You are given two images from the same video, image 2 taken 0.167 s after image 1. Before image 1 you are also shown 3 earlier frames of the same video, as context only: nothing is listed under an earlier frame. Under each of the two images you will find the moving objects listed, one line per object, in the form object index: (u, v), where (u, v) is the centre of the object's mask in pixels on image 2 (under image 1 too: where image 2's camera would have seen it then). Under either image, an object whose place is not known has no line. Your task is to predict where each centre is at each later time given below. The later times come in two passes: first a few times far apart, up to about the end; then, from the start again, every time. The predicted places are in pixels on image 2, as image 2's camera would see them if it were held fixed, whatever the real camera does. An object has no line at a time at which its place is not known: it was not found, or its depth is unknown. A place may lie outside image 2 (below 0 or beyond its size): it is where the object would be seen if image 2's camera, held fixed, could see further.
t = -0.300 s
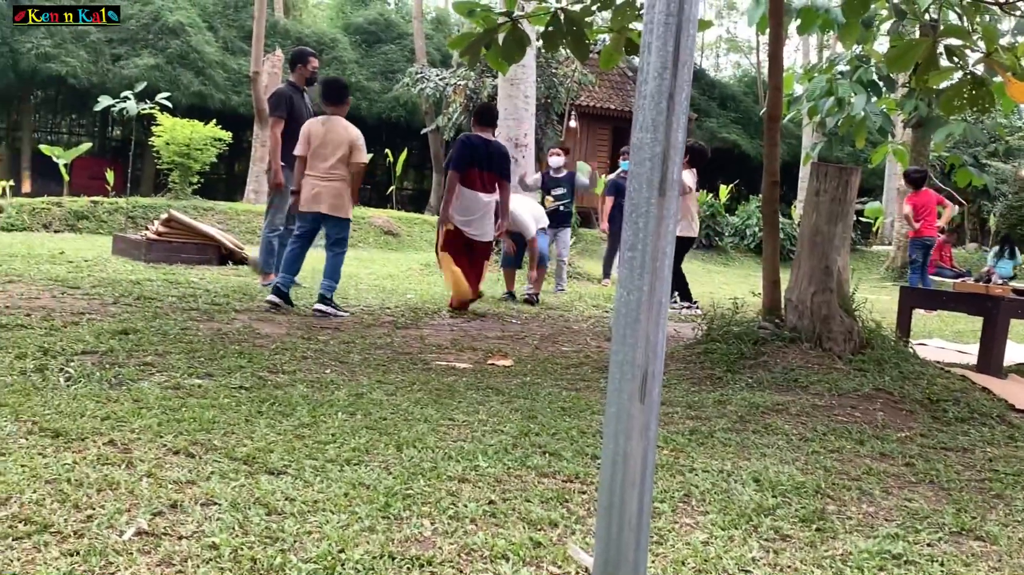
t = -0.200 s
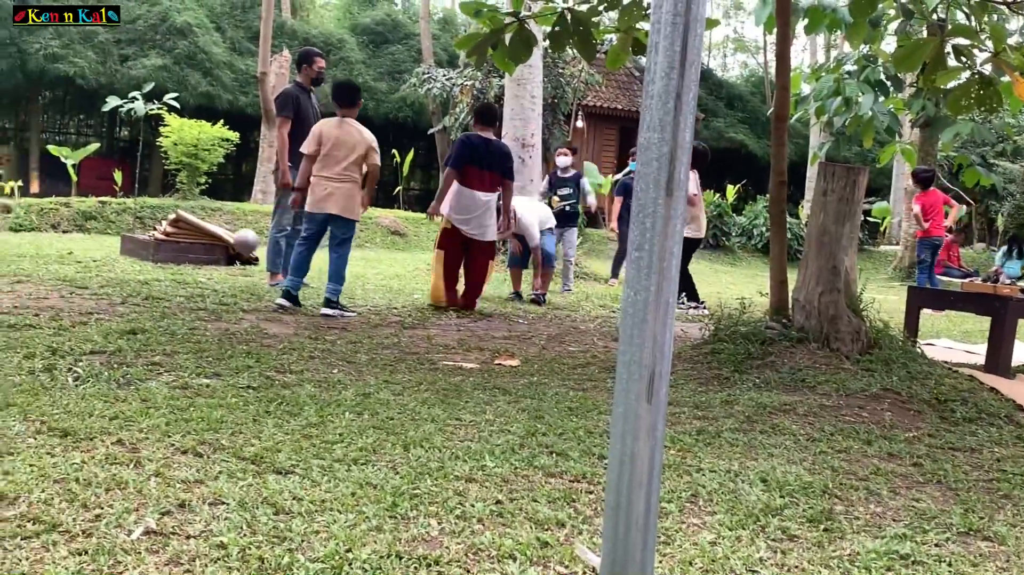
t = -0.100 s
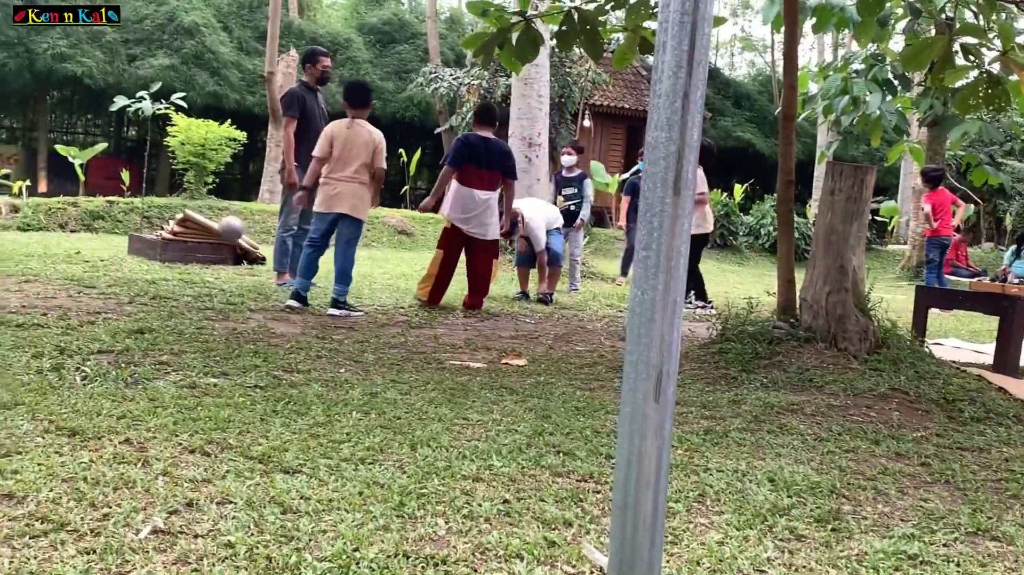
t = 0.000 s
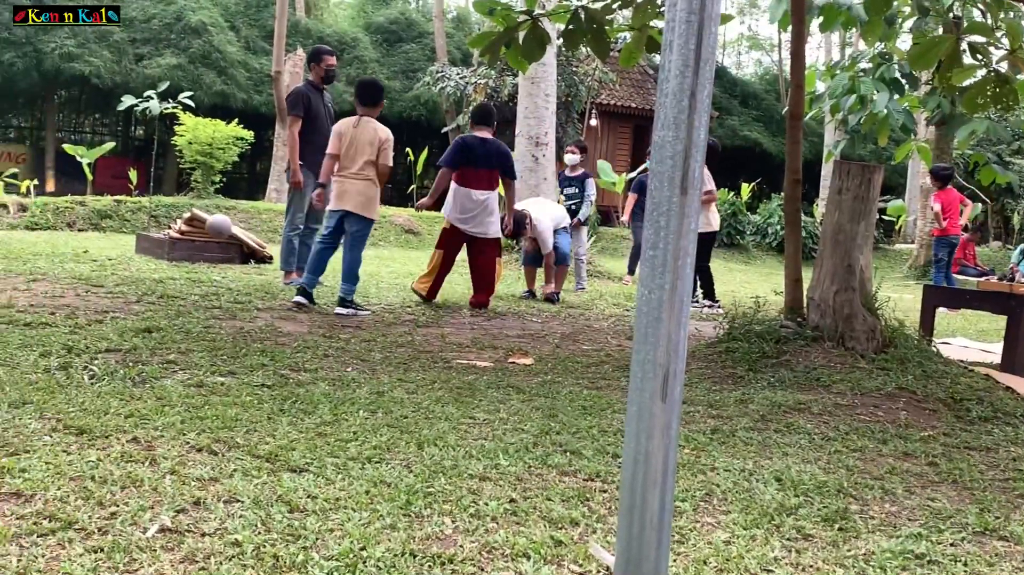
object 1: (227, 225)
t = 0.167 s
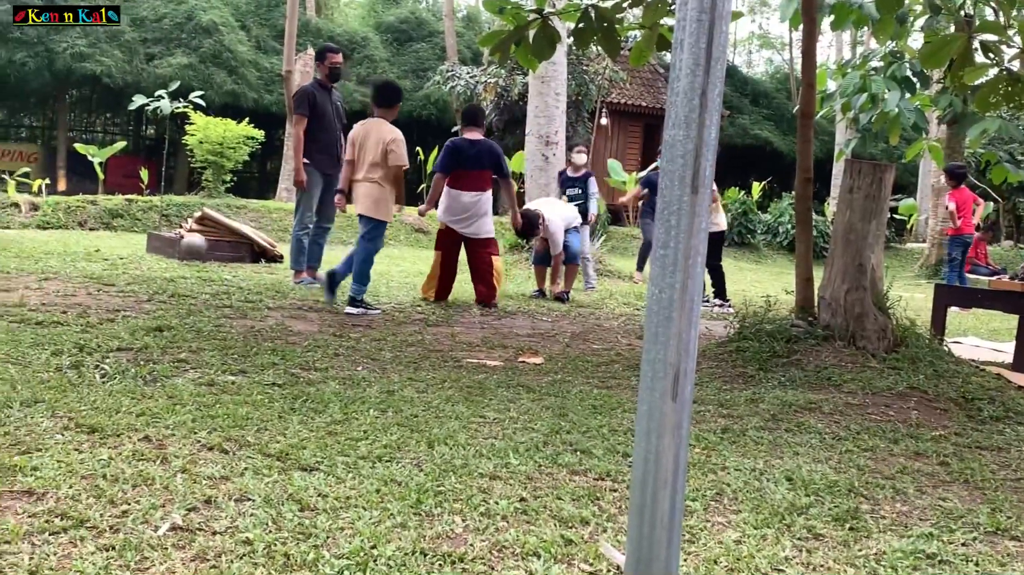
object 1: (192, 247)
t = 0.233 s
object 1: (181, 247)
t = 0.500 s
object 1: (133, 224)
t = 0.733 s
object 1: (92, 235)
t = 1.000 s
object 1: (50, 236)
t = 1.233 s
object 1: (22, 234)
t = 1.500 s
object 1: (2, 230)
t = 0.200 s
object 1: (186, 253)
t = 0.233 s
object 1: (181, 247)
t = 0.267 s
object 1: (175, 240)
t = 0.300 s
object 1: (169, 235)
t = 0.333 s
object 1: (164, 230)
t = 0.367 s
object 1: (158, 227)
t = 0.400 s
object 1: (152, 225)
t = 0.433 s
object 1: (147, 223)
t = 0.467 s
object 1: (140, 223)
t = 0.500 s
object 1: (133, 224)
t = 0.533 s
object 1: (127, 226)
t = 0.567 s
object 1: (120, 230)
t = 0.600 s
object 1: (114, 235)
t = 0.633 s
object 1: (106, 242)
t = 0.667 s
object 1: (101, 243)
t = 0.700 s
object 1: (96, 239)
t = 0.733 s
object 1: (92, 235)
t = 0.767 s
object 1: (87, 233)
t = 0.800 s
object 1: (82, 232)
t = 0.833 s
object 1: (76, 232)
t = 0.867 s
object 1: (71, 233)
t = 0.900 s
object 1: (65, 235)
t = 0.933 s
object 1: (60, 239)
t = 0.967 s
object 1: (55, 239)
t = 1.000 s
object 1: (50, 236)
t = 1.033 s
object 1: (46, 235)
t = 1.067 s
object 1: (42, 234)
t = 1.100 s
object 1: (37, 235)
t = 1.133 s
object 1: (33, 237)
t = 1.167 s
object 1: (29, 237)
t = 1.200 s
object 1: (26, 235)
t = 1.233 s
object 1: (22, 234)
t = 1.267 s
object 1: (19, 234)
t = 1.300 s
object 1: (16, 233)
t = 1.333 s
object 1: (13, 233)
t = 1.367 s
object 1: (10, 232)
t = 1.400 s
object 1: (8, 231)
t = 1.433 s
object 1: (6, 231)
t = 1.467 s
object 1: (3, 231)
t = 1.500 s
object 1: (2, 230)
